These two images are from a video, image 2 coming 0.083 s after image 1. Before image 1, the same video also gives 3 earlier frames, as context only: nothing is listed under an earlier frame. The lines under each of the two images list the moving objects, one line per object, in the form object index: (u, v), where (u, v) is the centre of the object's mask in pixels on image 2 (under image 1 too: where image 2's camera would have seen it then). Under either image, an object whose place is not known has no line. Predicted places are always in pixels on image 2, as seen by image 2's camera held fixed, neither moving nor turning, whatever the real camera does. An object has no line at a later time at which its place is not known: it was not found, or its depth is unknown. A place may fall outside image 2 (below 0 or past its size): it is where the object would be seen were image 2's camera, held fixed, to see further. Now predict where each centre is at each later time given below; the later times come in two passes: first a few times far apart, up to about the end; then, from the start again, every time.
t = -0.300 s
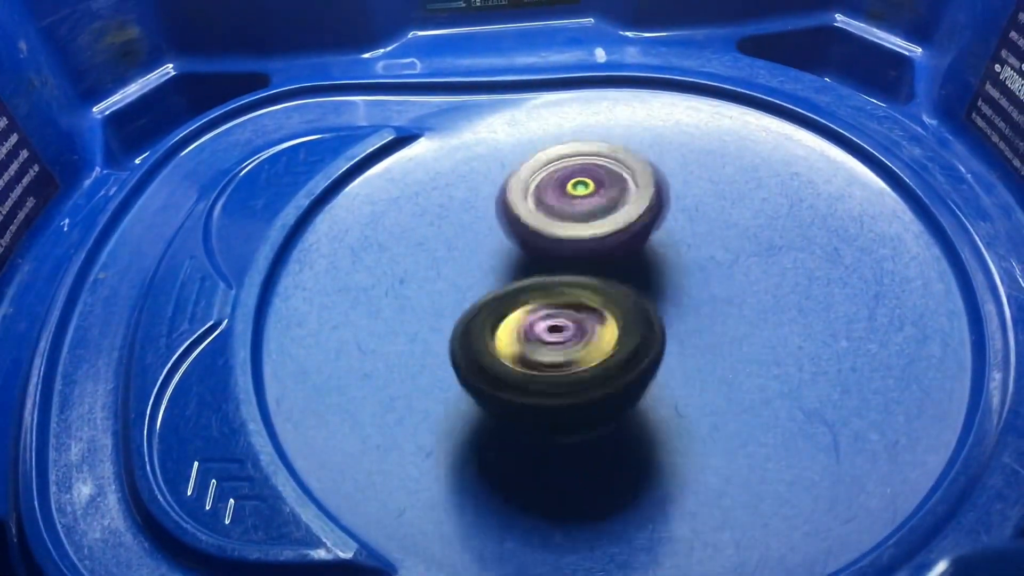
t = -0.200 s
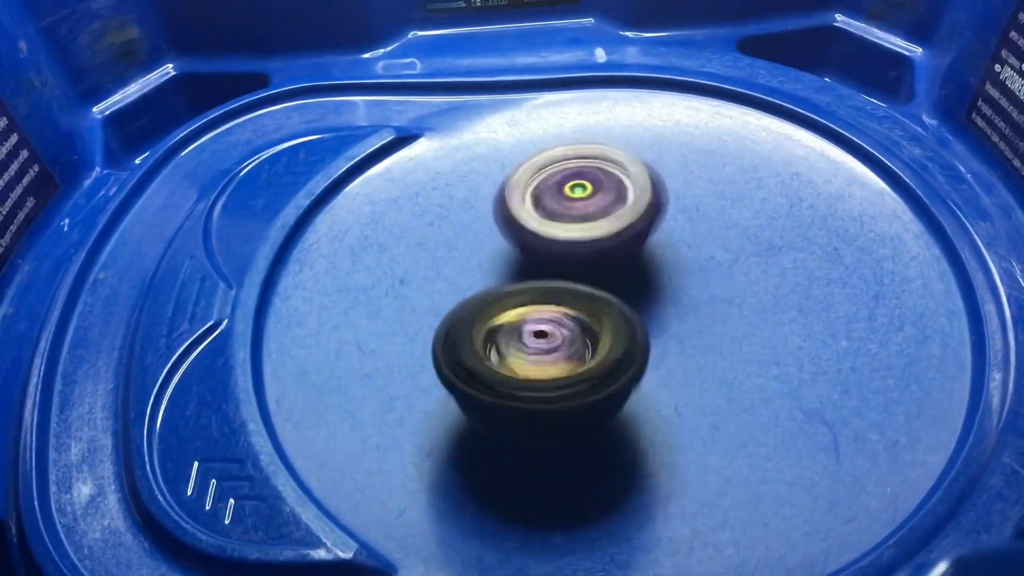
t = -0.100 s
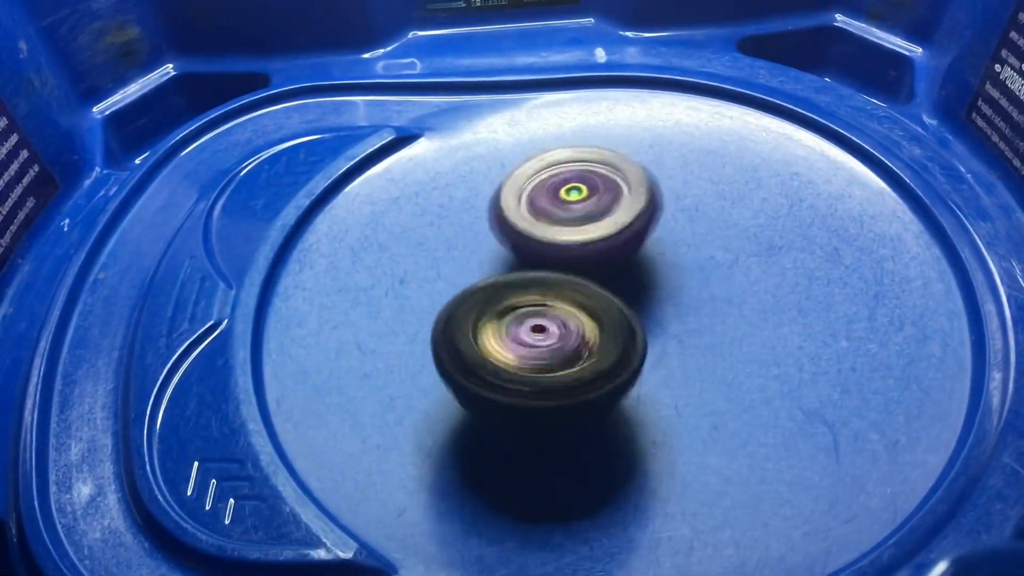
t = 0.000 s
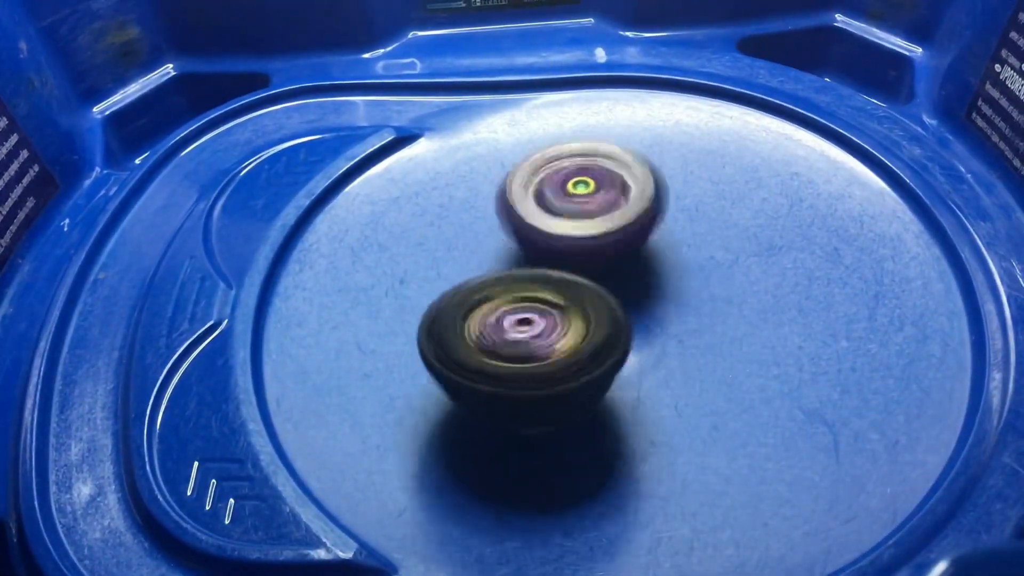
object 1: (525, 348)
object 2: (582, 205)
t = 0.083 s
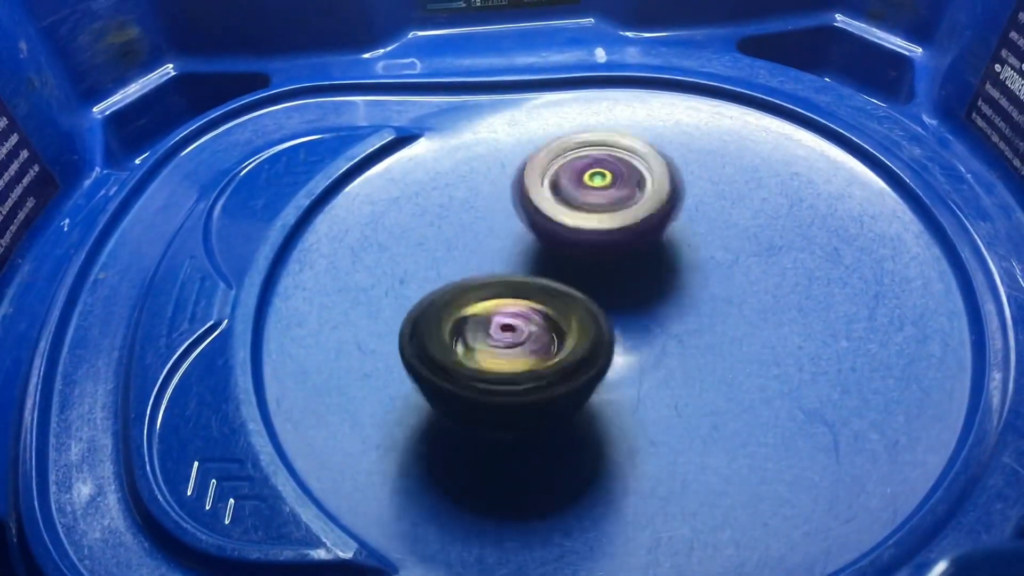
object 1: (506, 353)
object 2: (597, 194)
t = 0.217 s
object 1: (502, 346)
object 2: (593, 196)
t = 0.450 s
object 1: (511, 312)
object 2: (599, 194)
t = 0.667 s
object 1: (513, 309)
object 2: (602, 194)
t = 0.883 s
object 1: (518, 315)
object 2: (604, 198)
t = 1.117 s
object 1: (509, 324)
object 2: (614, 203)
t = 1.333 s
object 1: (489, 346)
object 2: (627, 214)
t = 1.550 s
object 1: (525, 340)
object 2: (624, 223)
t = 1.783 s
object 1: (531, 333)
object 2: (630, 216)
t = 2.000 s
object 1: (534, 339)
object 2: (623, 216)
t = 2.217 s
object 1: (539, 347)
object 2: (622, 216)
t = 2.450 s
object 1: (550, 346)
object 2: (621, 213)
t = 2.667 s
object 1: (559, 346)
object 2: (620, 212)
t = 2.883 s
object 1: (566, 351)
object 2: (620, 216)
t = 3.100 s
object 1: (562, 360)
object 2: (625, 220)
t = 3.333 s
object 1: (574, 357)
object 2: (620, 221)
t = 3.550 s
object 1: (565, 357)
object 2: (626, 216)
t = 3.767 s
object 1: (580, 351)
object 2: (623, 214)
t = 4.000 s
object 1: (595, 343)
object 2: (621, 212)
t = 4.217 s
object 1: (604, 366)
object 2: (625, 210)
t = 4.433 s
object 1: (623, 366)
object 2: (620, 212)
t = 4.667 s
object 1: (637, 347)
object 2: (615, 212)
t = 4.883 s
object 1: (627, 346)
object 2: (618, 209)
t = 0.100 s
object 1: (503, 354)
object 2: (599, 194)
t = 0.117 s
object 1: (500, 354)
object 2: (597, 195)
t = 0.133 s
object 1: (500, 353)
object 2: (597, 195)
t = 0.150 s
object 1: (500, 351)
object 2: (596, 195)
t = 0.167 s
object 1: (499, 352)
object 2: (594, 195)
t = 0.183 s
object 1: (501, 351)
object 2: (595, 195)
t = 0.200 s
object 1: (501, 348)
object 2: (593, 196)
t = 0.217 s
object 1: (502, 346)
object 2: (593, 196)
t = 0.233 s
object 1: (505, 344)
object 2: (592, 196)
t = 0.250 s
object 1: (506, 341)
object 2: (591, 197)
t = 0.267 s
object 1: (507, 338)
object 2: (591, 197)
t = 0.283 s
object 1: (510, 335)
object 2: (590, 197)
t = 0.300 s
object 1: (510, 332)
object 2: (590, 198)
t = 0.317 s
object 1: (511, 328)
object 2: (589, 198)
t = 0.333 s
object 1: (513, 325)
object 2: (588, 199)
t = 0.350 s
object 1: (514, 322)
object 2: (590, 197)
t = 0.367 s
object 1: (513, 320)
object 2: (589, 197)
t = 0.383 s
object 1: (510, 320)
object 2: (591, 195)
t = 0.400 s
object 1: (511, 320)
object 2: (595, 194)
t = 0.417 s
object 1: (509, 313)
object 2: (597, 194)
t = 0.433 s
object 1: (509, 314)
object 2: (599, 194)
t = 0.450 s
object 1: (511, 312)
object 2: (599, 194)
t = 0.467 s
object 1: (511, 311)
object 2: (601, 194)
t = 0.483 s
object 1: (511, 316)
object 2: (600, 194)
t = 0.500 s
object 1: (513, 310)
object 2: (600, 194)
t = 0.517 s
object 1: (514, 309)
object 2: (599, 194)
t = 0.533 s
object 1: (515, 314)
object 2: (598, 194)
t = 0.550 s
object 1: (514, 307)
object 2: (600, 193)
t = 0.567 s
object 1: (514, 308)
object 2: (600, 193)
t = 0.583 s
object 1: (514, 308)
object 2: (601, 193)
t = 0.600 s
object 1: (514, 307)
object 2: (600, 193)
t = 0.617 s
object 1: (514, 307)
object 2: (600, 193)
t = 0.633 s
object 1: (512, 312)
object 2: (601, 193)
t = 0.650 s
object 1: (513, 307)
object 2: (601, 194)
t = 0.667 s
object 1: (513, 309)
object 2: (602, 194)
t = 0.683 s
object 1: (512, 308)
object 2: (601, 194)
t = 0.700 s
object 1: (514, 308)
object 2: (602, 195)
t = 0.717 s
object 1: (516, 309)
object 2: (601, 195)
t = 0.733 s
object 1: (516, 310)
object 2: (601, 195)
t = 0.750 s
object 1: (519, 316)
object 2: (601, 196)
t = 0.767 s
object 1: (519, 311)
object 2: (601, 196)
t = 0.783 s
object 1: (518, 313)
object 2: (602, 195)
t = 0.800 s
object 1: (518, 316)
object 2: (601, 196)
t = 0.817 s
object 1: (519, 316)
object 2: (602, 196)
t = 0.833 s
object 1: (520, 317)
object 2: (601, 196)
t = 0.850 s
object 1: (520, 317)
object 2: (602, 197)
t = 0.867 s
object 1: (520, 317)
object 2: (603, 197)
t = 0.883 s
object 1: (518, 315)
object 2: (604, 198)
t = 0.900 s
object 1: (518, 320)
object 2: (605, 198)
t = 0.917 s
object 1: (517, 322)
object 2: (605, 199)
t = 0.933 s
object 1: (517, 320)
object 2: (606, 199)
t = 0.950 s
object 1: (517, 321)
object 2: (605, 199)
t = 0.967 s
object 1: (517, 321)
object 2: (605, 199)
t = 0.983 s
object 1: (516, 321)
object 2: (606, 199)
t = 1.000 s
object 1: (515, 322)
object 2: (608, 200)
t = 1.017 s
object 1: (515, 322)
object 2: (609, 200)
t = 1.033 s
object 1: (514, 323)
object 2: (610, 201)
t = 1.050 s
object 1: (514, 323)
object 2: (609, 202)
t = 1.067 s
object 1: (514, 323)
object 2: (609, 202)
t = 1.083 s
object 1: (514, 323)
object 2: (609, 203)
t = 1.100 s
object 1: (514, 323)
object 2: (609, 203)
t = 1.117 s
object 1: (509, 324)
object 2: (614, 203)
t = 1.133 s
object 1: (504, 327)
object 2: (618, 204)
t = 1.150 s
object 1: (500, 329)
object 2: (623, 205)
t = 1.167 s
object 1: (495, 326)
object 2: (627, 206)
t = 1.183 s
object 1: (491, 334)
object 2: (629, 207)
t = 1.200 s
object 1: (489, 333)
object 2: (630, 209)
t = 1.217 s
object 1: (487, 338)
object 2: (631, 209)
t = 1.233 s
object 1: (486, 338)
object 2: (629, 211)
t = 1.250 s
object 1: (486, 341)
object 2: (630, 212)
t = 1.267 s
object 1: (486, 343)
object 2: (629, 212)
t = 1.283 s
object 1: (486, 346)
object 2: (629, 212)
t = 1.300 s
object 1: (486, 345)
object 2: (627, 213)
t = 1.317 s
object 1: (487, 347)
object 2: (628, 213)
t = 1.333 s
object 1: (489, 346)
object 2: (627, 214)
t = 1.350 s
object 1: (490, 349)
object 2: (627, 215)
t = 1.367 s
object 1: (492, 347)
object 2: (626, 216)
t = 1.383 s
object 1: (495, 347)
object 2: (626, 216)
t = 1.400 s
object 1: (499, 346)
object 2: (625, 218)
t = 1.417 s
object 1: (501, 347)
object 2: (625, 219)
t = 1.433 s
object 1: (505, 344)
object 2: (624, 220)
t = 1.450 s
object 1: (508, 346)
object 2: (624, 221)
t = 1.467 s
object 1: (512, 344)
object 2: (624, 221)
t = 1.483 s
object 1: (515, 345)
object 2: (624, 222)
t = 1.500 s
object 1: (518, 342)
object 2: (623, 222)
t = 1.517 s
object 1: (520, 341)
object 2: (624, 223)
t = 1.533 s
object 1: (523, 336)
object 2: (624, 223)
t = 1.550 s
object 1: (525, 340)
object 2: (624, 223)
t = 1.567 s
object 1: (523, 336)
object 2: (624, 222)
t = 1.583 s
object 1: (519, 336)
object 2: (627, 222)
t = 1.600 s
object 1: (517, 336)
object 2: (629, 219)
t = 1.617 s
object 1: (515, 341)
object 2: (631, 219)
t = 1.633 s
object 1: (513, 335)
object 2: (632, 219)
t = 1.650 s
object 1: (515, 338)
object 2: (633, 219)
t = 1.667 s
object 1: (517, 332)
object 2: (633, 219)
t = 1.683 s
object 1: (519, 337)
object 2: (634, 220)
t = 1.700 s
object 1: (520, 331)
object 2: (634, 219)
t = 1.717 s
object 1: (524, 330)
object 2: (633, 215)
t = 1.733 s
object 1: (527, 330)
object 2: (632, 220)
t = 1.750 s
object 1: (529, 332)
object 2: (632, 219)
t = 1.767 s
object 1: (529, 332)
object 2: (631, 218)
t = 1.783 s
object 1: (531, 333)
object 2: (630, 216)
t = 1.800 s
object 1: (533, 333)
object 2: (629, 219)
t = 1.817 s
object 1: (533, 333)
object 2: (629, 218)
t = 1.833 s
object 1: (532, 334)
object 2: (627, 215)
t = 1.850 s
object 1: (532, 332)
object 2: (628, 215)
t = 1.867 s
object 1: (534, 333)
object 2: (626, 218)
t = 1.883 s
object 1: (534, 333)
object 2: (626, 215)
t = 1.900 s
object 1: (534, 333)
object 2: (625, 217)
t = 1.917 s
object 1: (534, 333)
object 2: (625, 217)
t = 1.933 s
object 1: (535, 333)
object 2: (624, 217)
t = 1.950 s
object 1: (534, 333)
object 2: (625, 217)
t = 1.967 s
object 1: (533, 334)
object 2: (623, 217)
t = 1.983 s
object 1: (534, 334)
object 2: (623, 217)
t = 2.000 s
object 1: (534, 339)
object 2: (623, 216)
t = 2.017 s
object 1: (533, 335)
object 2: (625, 215)
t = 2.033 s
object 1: (532, 344)
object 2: (624, 214)
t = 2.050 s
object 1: (532, 342)
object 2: (626, 216)
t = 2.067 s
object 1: (534, 344)
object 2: (625, 216)
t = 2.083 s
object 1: (536, 345)
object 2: (625, 216)
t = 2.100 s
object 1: (536, 347)
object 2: (624, 217)
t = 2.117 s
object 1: (535, 343)
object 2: (624, 216)
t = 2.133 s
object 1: (535, 345)
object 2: (623, 217)
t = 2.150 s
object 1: (536, 348)
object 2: (622, 216)
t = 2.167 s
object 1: (536, 346)
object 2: (623, 216)
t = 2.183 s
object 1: (537, 348)
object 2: (623, 216)
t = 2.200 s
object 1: (538, 345)
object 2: (622, 216)
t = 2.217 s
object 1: (539, 347)
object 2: (622, 216)
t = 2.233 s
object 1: (541, 345)
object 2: (622, 216)
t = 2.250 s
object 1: (543, 348)
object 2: (621, 215)
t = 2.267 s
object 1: (542, 345)
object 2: (622, 215)
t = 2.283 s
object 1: (543, 347)
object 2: (621, 215)
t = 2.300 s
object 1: (545, 347)
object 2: (622, 215)
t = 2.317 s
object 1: (545, 347)
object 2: (622, 214)
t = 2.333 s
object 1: (545, 346)
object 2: (622, 214)
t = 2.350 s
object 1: (544, 347)
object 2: (621, 214)
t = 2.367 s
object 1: (545, 348)
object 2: (622, 214)
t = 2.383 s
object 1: (546, 343)
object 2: (621, 213)
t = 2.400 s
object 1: (547, 348)
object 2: (622, 213)
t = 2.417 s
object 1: (547, 343)
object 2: (620, 213)
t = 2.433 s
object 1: (548, 345)
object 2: (622, 213)
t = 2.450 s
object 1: (550, 346)
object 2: (621, 213)
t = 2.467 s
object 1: (551, 346)
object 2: (621, 213)
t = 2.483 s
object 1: (550, 344)
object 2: (621, 213)
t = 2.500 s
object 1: (551, 347)
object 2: (621, 213)
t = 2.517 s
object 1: (552, 345)
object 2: (620, 213)
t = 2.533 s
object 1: (552, 347)
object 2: (621, 212)
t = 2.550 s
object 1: (552, 348)
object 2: (621, 213)
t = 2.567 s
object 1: (553, 348)
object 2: (620, 213)
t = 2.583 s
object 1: (553, 346)
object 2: (621, 213)
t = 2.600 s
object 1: (556, 347)
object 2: (621, 212)
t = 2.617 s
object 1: (557, 348)
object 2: (621, 213)
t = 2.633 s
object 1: (557, 347)
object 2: (620, 211)
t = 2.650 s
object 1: (557, 345)
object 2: (621, 212)
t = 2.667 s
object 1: (559, 346)
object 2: (620, 212)
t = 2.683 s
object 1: (559, 348)
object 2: (621, 212)
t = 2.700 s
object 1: (559, 348)
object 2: (620, 212)
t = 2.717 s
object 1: (559, 348)
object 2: (621, 213)
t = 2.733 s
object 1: (560, 346)
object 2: (620, 212)
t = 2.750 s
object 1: (561, 348)
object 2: (621, 212)
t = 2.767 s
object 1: (562, 349)
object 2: (620, 214)
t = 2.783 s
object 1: (562, 349)
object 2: (620, 214)
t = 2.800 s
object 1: (562, 348)
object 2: (620, 215)
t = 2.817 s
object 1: (565, 350)
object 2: (620, 215)
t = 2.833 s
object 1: (565, 350)
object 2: (620, 215)
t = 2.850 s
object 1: (564, 350)
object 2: (621, 215)
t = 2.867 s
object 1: (565, 350)
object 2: (620, 216)
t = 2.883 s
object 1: (566, 351)
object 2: (620, 216)
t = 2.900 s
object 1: (566, 350)
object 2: (620, 216)
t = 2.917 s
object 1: (567, 352)
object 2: (620, 216)
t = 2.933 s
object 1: (568, 351)
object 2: (620, 217)
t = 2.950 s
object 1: (568, 351)
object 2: (620, 217)
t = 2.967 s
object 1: (569, 353)
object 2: (620, 217)
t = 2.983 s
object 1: (569, 353)
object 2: (619, 217)
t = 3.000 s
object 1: (568, 352)
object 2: (620, 217)
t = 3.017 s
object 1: (565, 354)
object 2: (621, 217)
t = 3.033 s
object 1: (561, 357)
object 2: (623, 217)
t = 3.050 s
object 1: (559, 357)
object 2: (625, 218)
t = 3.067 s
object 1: (559, 360)
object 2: (626, 219)
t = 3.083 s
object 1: (560, 359)
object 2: (625, 219)
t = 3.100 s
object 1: (562, 360)
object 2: (625, 220)
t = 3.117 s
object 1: (564, 361)
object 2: (624, 220)
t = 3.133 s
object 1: (564, 359)
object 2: (624, 220)
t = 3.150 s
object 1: (563, 363)
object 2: (624, 221)
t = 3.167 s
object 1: (562, 362)
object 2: (623, 220)
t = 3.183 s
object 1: (563, 362)
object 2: (624, 221)
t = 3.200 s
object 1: (566, 361)
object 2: (622, 221)
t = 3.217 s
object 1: (567, 360)
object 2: (623, 221)
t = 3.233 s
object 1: (568, 360)
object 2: (622, 221)
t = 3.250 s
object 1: (569, 359)
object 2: (622, 222)
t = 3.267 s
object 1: (572, 359)
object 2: (622, 222)
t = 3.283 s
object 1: (575, 359)
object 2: (622, 221)
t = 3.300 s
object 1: (575, 357)
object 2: (621, 221)
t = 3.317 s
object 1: (574, 358)
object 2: (621, 220)
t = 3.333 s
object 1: (574, 357)
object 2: (620, 221)
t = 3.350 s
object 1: (575, 355)
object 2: (620, 220)
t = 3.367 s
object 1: (576, 355)
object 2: (622, 219)
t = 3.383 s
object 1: (575, 353)
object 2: (620, 220)
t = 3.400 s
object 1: (573, 352)
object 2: (622, 219)
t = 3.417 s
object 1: (572, 355)
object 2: (620, 221)
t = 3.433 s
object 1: (571, 352)
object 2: (620, 220)
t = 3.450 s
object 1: (574, 352)
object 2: (620, 220)
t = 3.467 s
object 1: (574, 351)
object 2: (621, 219)
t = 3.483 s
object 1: (571, 354)
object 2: (623, 217)
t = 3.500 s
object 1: (568, 355)
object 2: (624, 216)
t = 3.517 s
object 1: (566, 356)
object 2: (625, 216)
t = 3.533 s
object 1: (566, 358)
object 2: (625, 216)
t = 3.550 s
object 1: (565, 357)
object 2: (626, 216)
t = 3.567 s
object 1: (565, 357)
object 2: (625, 216)
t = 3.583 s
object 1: (566, 356)
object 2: (625, 217)
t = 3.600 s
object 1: (569, 353)
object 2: (625, 217)
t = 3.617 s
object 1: (573, 353)
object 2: (625, 217)
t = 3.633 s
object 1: (576, 352)
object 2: (625, 216)
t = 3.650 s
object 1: (578, 353)
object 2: (624, 215)
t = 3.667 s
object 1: (579, 352)
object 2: (624, 216)
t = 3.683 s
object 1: (581, 352)
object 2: (624, 216)
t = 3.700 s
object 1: (583, 353)
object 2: (624, 216)
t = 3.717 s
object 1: (584, 351)
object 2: (624, 215)
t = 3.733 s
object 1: (582, 349)
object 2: (624, 215)
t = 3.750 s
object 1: (581, 351)
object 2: (624, 214)
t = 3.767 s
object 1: (580, 351)
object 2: (623, 214)
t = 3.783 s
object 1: (580, 351)
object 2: (623, 214)
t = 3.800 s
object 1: (582, 349)
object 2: (623, 214)
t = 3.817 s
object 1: (583, 349)
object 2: (622, 215)
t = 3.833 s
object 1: (584, 348)
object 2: (623, 213)
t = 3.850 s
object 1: (586, 347)
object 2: (622, 214)
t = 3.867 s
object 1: (586, 348)
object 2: (622, 213)
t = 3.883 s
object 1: (589, 345)
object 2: (623, 212)
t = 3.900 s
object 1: (589, 347)
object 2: (622, 213)
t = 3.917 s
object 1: (591, 347)
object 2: (622, 212)
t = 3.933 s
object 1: (591, 346)
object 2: (621, 213)
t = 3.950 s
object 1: (592, 347)
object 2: (621, 212)
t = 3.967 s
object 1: (593, 346)
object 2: (621, 213)
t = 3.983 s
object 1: (594, 345)
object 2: (621, 212)
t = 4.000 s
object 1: (595, 343)
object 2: (621, 212)
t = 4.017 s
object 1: (595, 345)
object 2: (620, 212)
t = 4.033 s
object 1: (594, 345)
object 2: (622, 210)
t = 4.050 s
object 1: (592, 351)
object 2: (623, 210)
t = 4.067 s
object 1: (592, 352)
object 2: (625, 209)
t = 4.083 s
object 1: (596, 357)
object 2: (626, 209)
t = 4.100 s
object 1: (599, 354)
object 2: (628, 209)
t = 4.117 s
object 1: (602, 359)
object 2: (626, 209)
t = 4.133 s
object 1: (603, 359)
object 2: (626, 210)
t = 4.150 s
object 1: (604, 362)
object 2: (624, 211)
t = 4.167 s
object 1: (602, 361)
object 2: (625, 210)
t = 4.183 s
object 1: (602, 368)
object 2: (624, 211)
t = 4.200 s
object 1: (602, 365)
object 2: (624, 210)
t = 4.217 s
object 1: (604, 366)
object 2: (625, 210)
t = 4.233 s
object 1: (605, 367)
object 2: (623, 210)
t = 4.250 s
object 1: (608, 366)
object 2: (624, 211)
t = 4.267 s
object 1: (610, 365)
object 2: (623, 212)
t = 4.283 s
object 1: (611, 368)
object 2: (623, 211)
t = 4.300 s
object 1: (611, 366)
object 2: (623, 211)
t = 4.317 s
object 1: (612, 366)
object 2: (623, 211)
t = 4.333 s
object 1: (613, 366)
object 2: (623, 211)
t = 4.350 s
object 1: (616, 364)
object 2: (622, 212)
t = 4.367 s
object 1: (618, 366)
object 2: (622, 212)
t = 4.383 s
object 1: (619, 366)
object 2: (621, 212)
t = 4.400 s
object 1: (619, 365)
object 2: (621, 212)
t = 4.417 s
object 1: (622, 362)
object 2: (622, 212)
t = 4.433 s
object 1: (623, 366)
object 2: (620, 212)
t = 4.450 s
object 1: (626, 362)
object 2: (620, 212)
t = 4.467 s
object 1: (624, 362)
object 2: (620, 212)
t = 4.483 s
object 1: (624, 361)
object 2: (620, 212)
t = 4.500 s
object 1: (623, 361)
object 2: (620, 212)
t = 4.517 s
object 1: (625, 358)
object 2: (618, 212)
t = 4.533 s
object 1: (627, 360)
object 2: (619, 212)
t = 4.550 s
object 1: (630, 357)
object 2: (616, 212)
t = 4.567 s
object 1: (630, 357)
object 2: (617, 212)
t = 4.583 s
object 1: (631, 355)
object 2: (617, 212)
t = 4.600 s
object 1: (632, 354)
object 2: (617, 212)
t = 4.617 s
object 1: (635, 352)
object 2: (617, 212)
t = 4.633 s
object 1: (635, 350)
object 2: (615, 212)
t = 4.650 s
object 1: (635, 347)
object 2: (616, 212)
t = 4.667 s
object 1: (637, 347)
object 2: (615, 212)
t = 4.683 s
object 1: (639, 345)
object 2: (615, 211)
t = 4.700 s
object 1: (638, 343)
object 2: (616, 210)
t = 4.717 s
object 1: (637, 340)
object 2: (615, 209)
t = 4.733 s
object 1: (638, 341)
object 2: (616, 208)
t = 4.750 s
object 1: (637, 341)
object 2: (615, 209)
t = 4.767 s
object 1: (634, 341)
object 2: (617, 209)
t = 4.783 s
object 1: (631, 340)
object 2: (616, 208)
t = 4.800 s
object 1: (630, 342)
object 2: (616, 208)
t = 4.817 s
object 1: (627, 342)
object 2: (617, 208)
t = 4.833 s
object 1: (626, 342)
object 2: (617, 209)
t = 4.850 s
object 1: (624, 344)
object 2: (617, 208)
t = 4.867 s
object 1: (625, 348)
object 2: (619, 209)
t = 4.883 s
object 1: (627, 346)
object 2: (618, 209)
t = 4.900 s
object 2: (618, 210)
